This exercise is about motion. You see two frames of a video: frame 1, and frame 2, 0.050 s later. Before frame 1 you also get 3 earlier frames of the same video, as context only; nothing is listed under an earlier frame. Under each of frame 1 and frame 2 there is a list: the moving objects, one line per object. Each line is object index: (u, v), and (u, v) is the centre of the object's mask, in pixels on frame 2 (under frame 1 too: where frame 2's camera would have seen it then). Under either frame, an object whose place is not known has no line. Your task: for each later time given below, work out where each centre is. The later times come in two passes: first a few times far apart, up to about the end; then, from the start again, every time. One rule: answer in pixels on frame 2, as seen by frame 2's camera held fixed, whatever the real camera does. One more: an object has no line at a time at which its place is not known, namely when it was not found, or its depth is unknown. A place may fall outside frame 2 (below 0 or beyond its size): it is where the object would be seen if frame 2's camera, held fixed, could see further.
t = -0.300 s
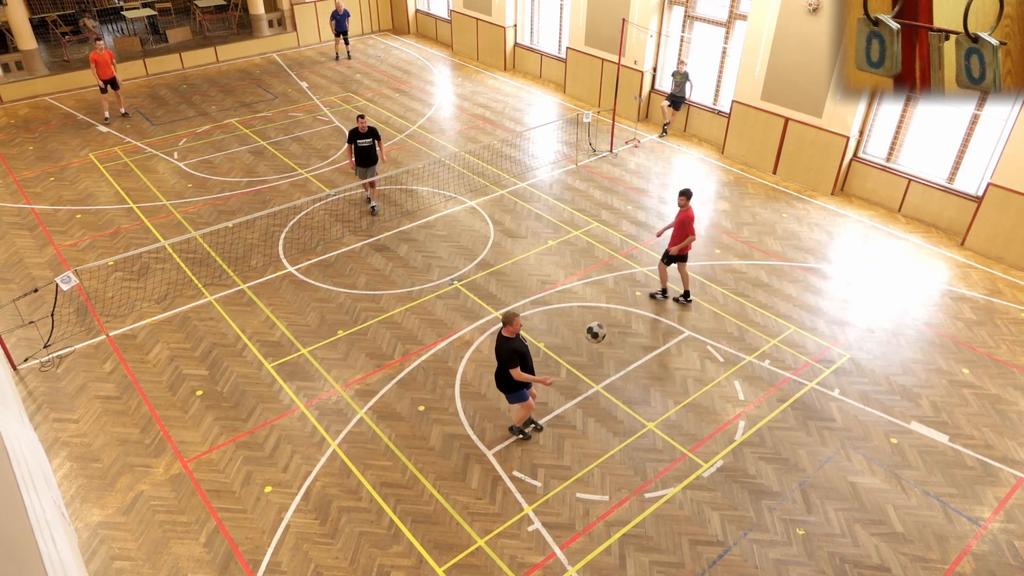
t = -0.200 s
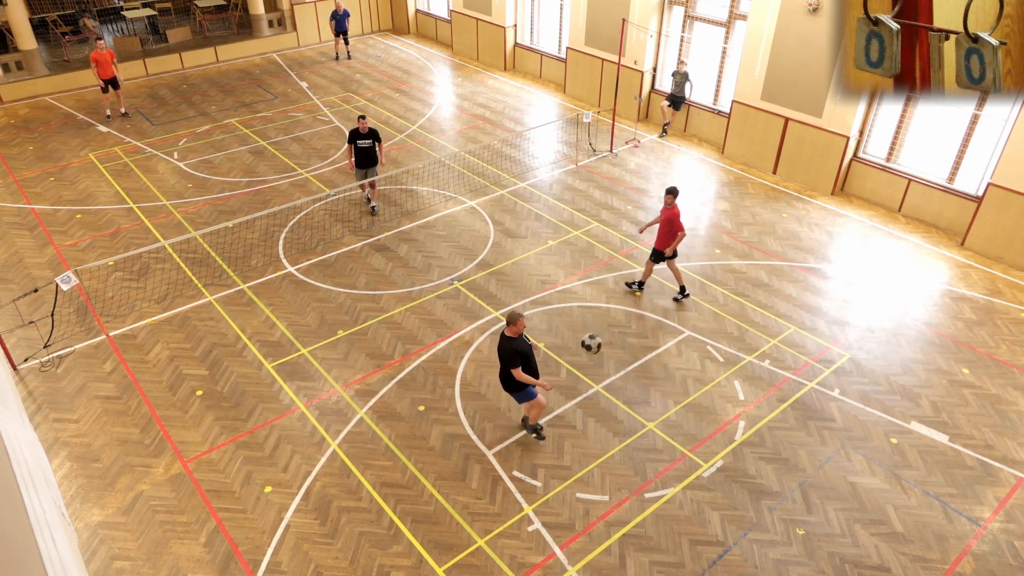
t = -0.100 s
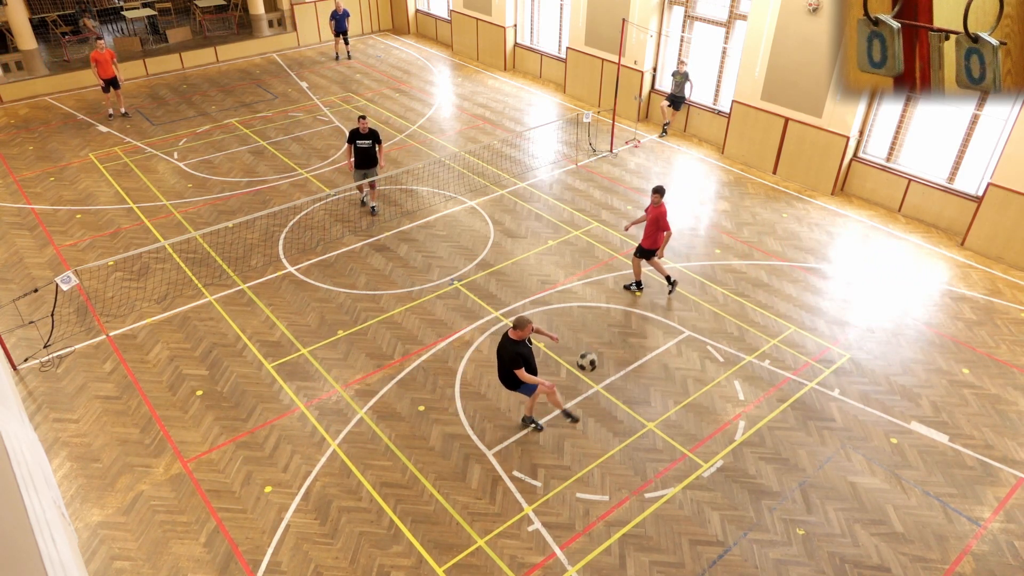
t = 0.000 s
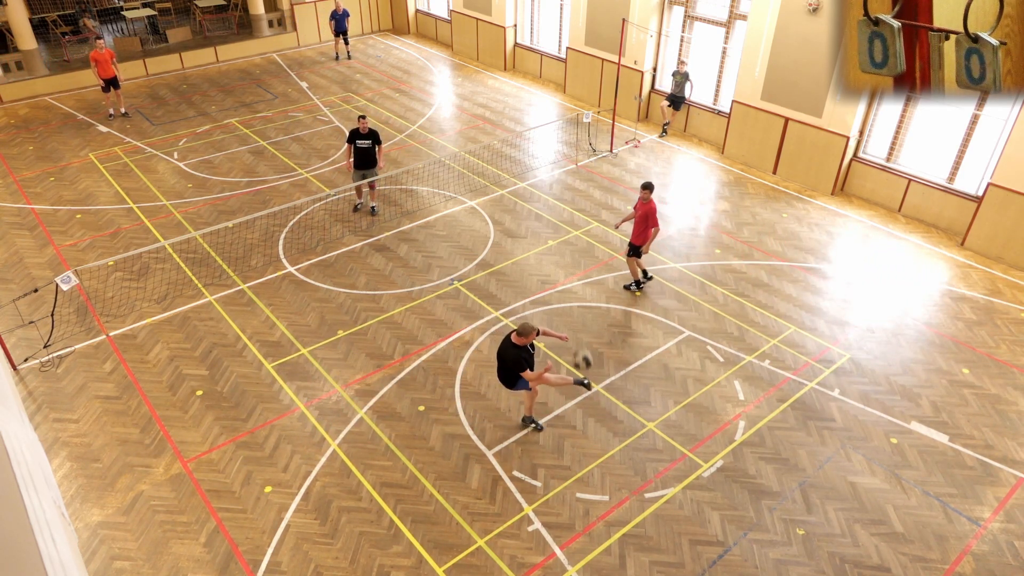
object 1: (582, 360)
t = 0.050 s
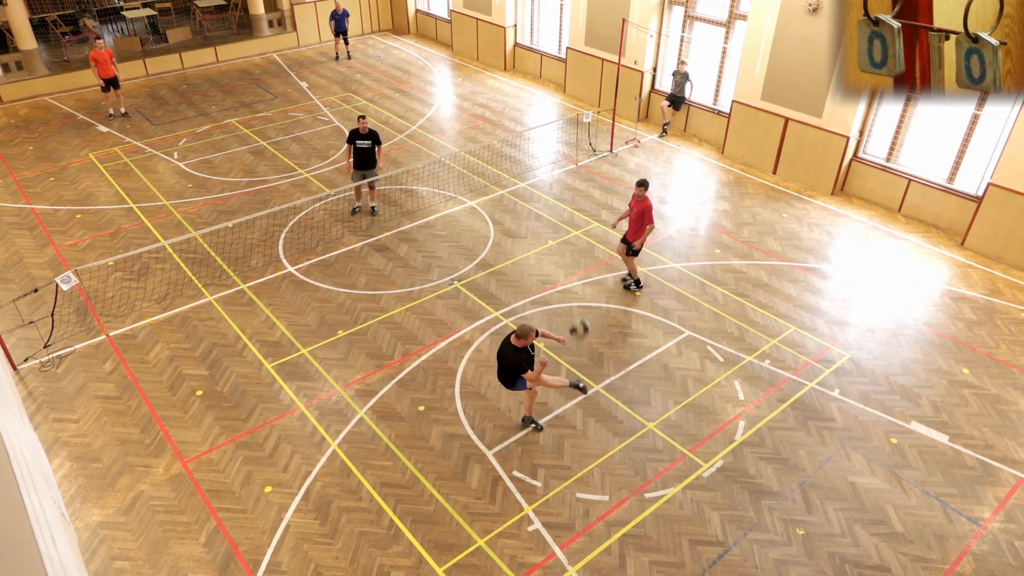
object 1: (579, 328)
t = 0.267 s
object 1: (565, 198)
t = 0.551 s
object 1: (541, 73)
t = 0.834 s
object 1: (512, 27)
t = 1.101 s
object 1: (488, 61)
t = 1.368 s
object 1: (468, 152)
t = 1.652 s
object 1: (455, 280)
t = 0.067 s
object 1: (579, 318)
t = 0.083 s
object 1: (578, 308)
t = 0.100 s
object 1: (576, 298)
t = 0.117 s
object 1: (575, 287)
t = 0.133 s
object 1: (574, 276)
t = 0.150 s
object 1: (573, 265)
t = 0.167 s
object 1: (572, 256)
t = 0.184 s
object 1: (570, 247)
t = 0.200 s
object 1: (569, 237)
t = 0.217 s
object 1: (568, 227)
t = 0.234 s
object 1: (567, 217)
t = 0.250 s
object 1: (566, 208)
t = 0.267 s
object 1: (565, 198)
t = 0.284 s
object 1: (564, 189)
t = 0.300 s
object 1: (563, 181)
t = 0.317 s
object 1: (561, 172)
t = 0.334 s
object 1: (560, 163)
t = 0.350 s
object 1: (560, 155)
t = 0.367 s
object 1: (558, 147)
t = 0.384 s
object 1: (556, 139)
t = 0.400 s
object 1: (554, 131)
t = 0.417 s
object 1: (553, 124)
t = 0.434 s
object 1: (551, 117)
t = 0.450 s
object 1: (550, 110)
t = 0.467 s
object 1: (548, 103)
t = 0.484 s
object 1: (547, 96)
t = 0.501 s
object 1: (546, 90)
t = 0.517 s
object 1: (544, 84)
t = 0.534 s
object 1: (543, 79)
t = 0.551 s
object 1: (541, 73)
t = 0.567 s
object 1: (540, 68)
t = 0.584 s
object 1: (538, 64)
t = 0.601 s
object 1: (536, 59)
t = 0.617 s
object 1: (534, 55)
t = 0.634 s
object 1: (532, 51)
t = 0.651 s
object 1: (531, 47)
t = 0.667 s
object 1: (529, 44)
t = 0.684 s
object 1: (527, 41)
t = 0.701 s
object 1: (526, 38)
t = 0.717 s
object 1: (524, 36)
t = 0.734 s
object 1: (522, 34)
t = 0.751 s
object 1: (520, 32)
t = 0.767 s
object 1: (519, 30)
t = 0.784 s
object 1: (517, 29)
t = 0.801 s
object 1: (515, 28)
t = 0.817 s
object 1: (514, 28)
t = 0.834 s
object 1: (512, 27)
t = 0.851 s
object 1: (511, 27)
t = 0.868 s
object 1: (509, 27)
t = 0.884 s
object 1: (508, 28)
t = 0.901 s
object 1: (506, 29)
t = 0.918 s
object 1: (505, 30)
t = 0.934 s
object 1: (503, 32)
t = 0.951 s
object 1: (501, 34)
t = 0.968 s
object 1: (500, 36)
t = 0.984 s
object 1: (498, 38)
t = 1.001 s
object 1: (497, 40)
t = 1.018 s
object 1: (496, 43)
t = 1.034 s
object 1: (494, 46)
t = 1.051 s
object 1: (493, 49)
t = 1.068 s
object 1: (491, 53)
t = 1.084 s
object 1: (489, 57)
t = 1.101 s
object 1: (488, 61)
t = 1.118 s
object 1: (487, 65)
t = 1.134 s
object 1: (485, 70)
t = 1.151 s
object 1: (484, 74)
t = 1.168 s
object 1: (483, 80)
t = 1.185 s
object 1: (481, 85)
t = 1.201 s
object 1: (480, 90)
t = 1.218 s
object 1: (479, 96)
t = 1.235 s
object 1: (478, 101)
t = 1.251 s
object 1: (477, 107)
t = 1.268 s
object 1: (475, 113)
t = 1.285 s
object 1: (474, 119)
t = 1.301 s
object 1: (473, 125)
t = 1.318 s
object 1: (471, 132)
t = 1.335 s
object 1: (470, 139)
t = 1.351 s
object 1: (469, 145)
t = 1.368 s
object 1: (468, 152)
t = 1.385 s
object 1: (467, 159)
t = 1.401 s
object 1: (466, 166)
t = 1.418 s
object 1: (465, 173)
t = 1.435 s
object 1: (465, 181)
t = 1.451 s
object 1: (463, 188)
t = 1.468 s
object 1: (463, 195)
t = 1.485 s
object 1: (462, 202)
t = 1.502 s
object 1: (461, 210)
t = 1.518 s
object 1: (460, 217)
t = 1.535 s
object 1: (459, 224)
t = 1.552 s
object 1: (459, 231)
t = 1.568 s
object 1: (458, 239)
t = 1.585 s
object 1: (457, 248)
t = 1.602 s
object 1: (456, 256)
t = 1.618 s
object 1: (456, 264)
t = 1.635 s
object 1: (456, 273)
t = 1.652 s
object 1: (455, 280)
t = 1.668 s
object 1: (455, 288)
